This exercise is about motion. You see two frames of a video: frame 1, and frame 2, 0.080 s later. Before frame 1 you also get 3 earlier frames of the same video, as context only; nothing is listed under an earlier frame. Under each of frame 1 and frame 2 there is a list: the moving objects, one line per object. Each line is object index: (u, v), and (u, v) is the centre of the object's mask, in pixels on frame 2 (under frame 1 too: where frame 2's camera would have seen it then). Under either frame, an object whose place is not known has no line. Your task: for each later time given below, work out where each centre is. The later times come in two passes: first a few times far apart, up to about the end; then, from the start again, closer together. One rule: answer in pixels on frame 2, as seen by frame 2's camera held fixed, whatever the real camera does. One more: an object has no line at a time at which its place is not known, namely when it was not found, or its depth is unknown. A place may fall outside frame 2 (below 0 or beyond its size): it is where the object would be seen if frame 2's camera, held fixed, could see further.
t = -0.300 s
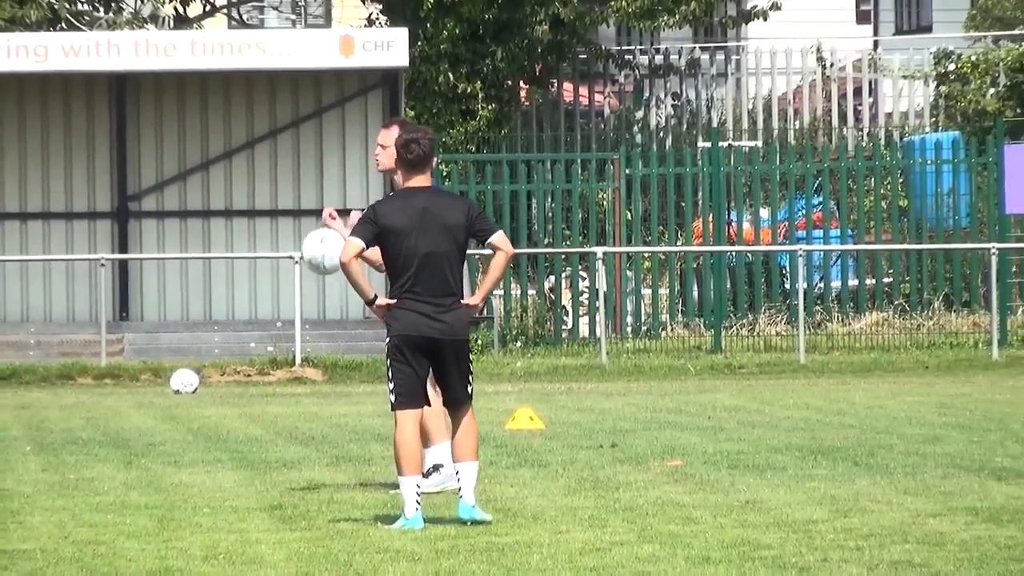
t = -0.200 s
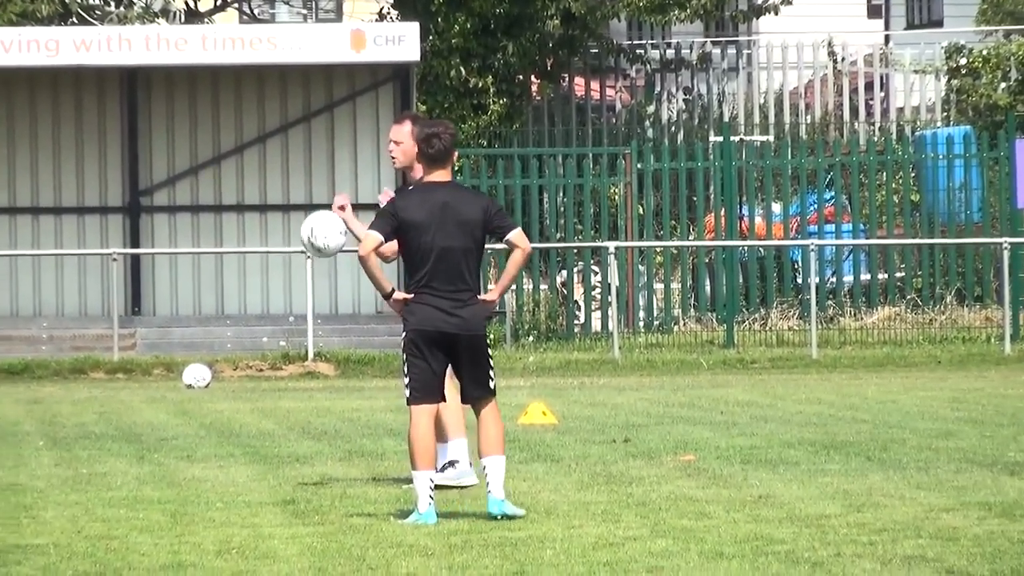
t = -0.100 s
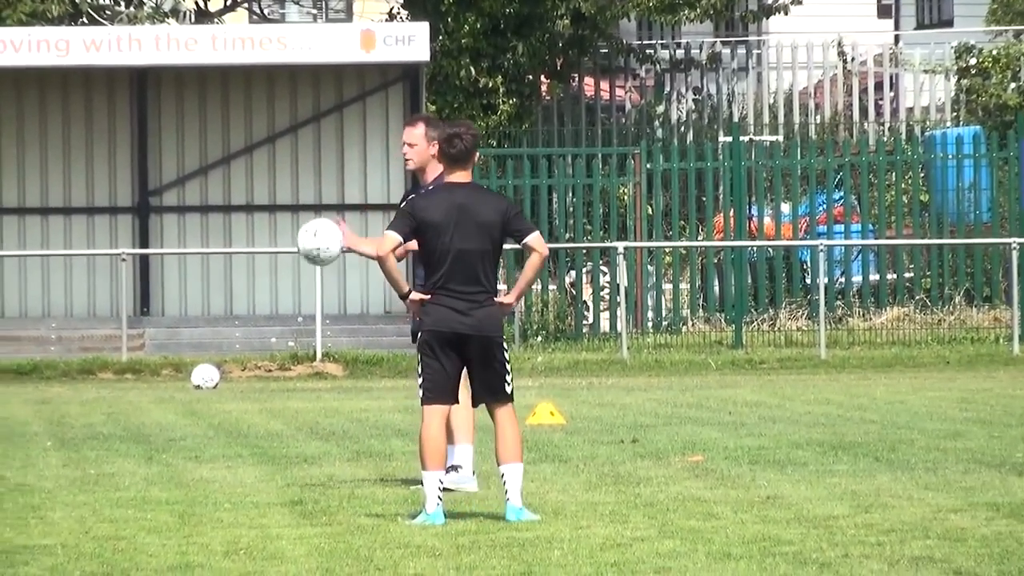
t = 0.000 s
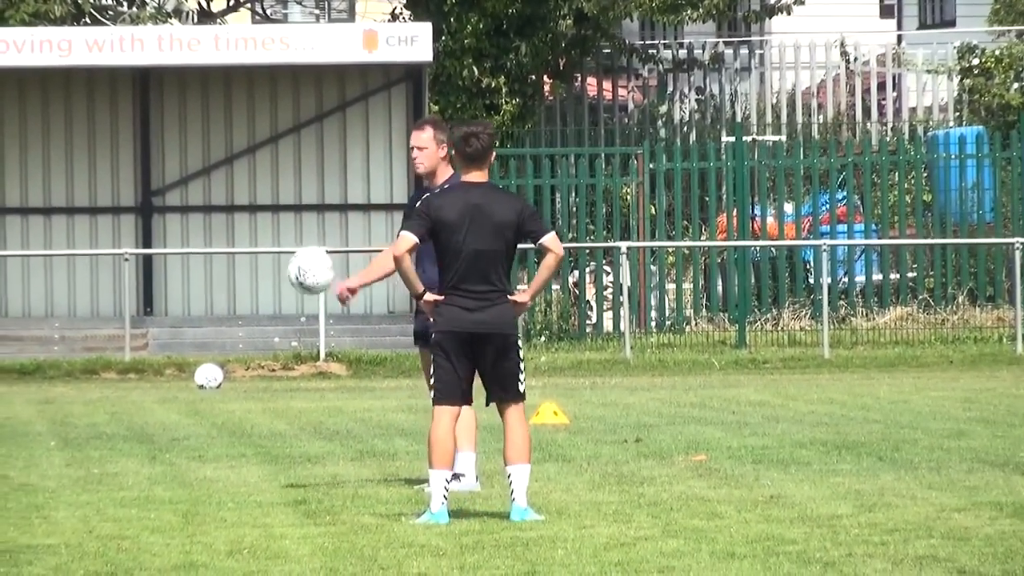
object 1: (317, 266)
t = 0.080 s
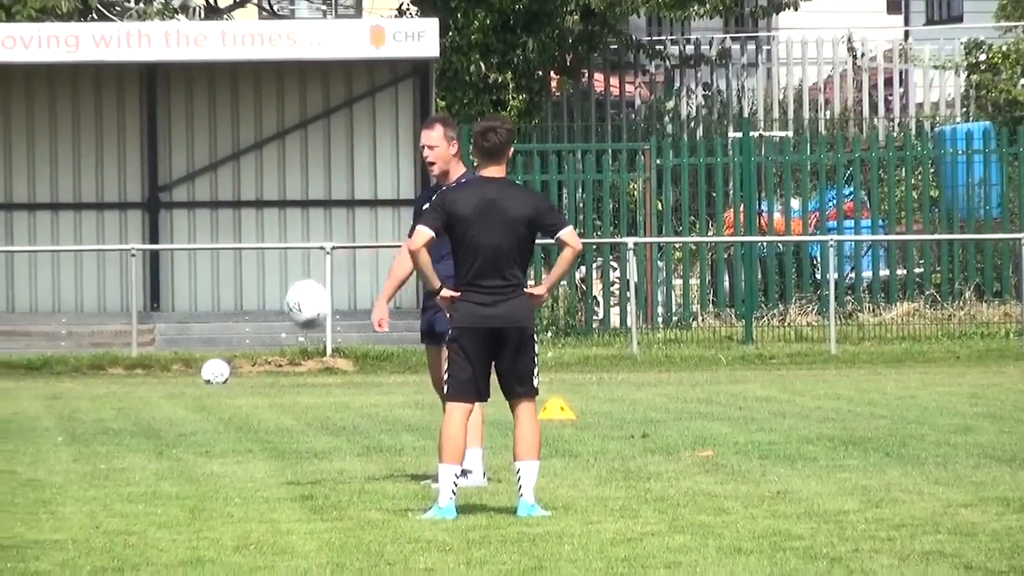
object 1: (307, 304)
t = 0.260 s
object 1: (286, 440)
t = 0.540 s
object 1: (320, 376)
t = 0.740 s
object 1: (352, 382)
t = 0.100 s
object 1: (305, 315)
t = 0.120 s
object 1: (304, 326)
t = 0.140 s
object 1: (301, 341)
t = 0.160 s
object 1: (298, 355)
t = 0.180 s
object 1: (298, 370)
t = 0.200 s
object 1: (294, 385)
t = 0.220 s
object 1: (291, 403)
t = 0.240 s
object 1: (289, 421)
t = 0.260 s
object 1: (286, 440)
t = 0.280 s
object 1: (283, 459)
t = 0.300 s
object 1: (282, 472)
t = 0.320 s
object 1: (285, 463)
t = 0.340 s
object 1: (288, 451)
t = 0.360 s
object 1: (291, 440)
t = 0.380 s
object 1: (295, 429)
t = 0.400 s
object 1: (298, 419)
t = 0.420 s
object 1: (301, 411)
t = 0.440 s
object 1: (304, 403)
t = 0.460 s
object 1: (307, 396)
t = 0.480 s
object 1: (311, 390)
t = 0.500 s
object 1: (313, 385)
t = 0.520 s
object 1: (317, 380)
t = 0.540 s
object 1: (320, 376)
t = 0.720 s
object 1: (348, 378)
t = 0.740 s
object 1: (352, 382)
